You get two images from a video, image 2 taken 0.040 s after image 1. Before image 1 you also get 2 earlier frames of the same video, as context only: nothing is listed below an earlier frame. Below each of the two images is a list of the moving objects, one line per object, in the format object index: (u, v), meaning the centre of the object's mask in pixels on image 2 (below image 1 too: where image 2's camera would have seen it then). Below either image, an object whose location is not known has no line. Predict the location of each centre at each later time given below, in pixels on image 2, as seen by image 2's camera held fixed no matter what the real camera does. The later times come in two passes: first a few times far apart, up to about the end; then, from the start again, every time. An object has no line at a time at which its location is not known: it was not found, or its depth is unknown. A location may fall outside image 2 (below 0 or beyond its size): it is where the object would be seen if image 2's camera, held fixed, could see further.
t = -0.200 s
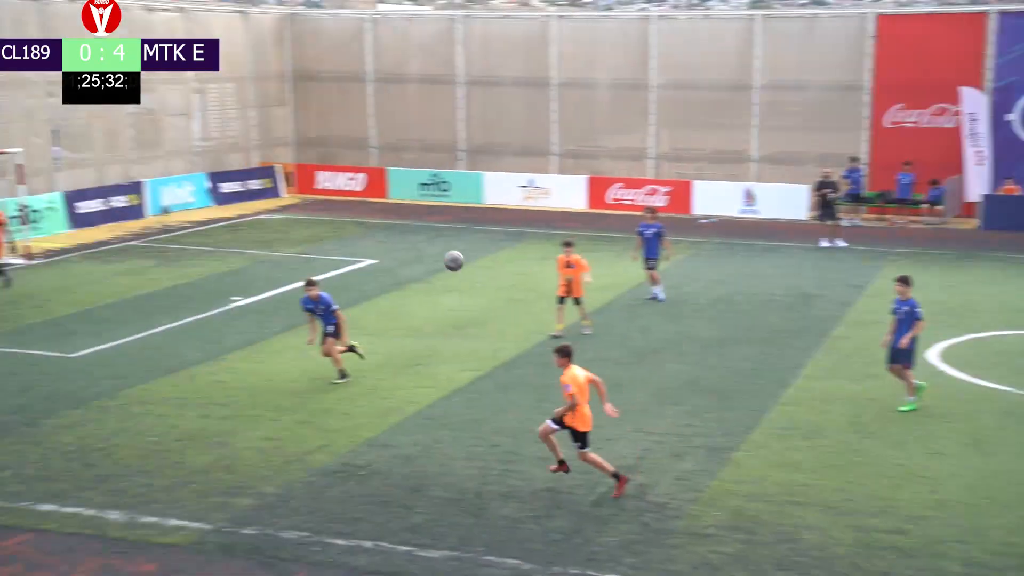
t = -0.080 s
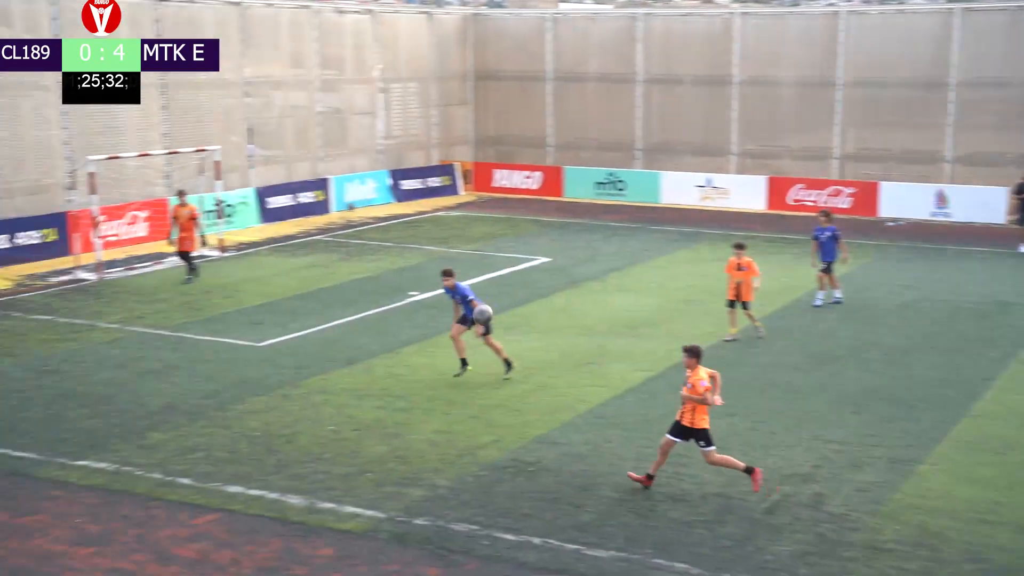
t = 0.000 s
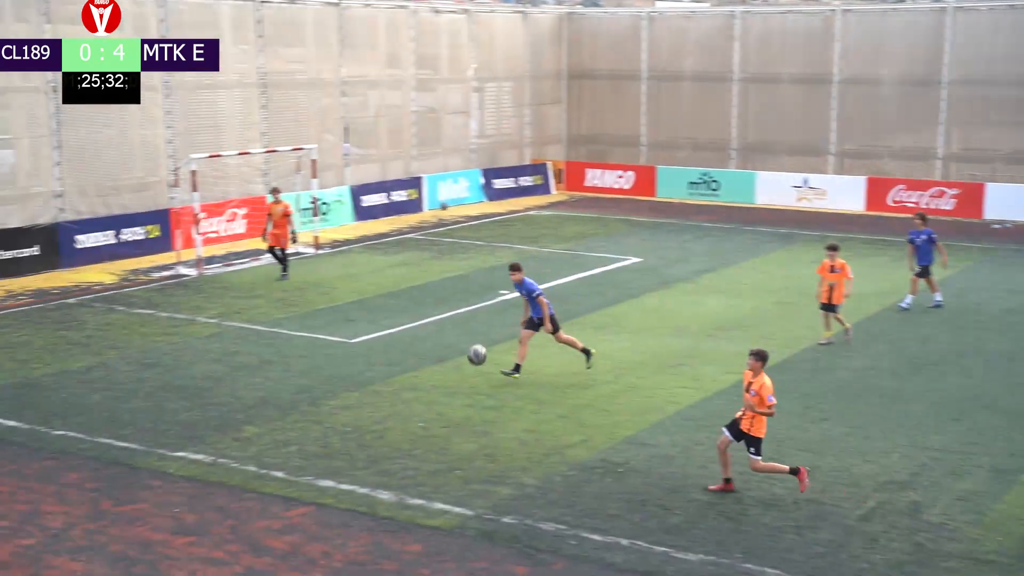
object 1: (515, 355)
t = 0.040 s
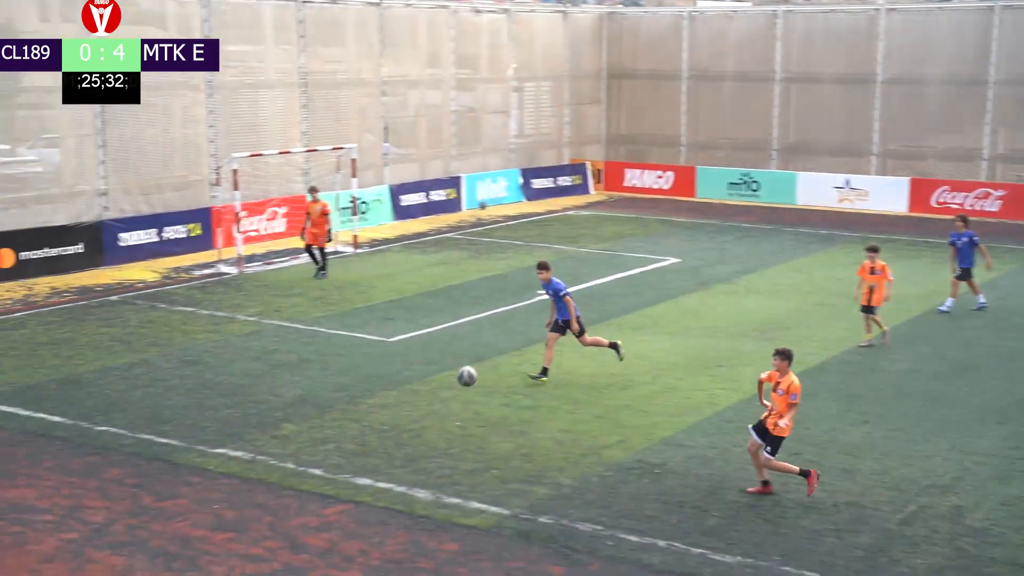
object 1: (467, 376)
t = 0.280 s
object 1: (249, 410)
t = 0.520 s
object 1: (101, 349)
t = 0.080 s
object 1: (420, 399)
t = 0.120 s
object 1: (372, 424)
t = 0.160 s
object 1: (325, 449)
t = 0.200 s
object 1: (296, 443)
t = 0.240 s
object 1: (273, 426)
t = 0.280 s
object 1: (249, 410)
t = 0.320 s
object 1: (225, 396)
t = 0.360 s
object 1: (200, 383)
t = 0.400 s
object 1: (176, 372)
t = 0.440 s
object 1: (151, 363)
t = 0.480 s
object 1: (127, 355)
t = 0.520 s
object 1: (101, 349)
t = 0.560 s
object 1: (76, 344)
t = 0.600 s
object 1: (51, 341)
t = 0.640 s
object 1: (25, 339)
